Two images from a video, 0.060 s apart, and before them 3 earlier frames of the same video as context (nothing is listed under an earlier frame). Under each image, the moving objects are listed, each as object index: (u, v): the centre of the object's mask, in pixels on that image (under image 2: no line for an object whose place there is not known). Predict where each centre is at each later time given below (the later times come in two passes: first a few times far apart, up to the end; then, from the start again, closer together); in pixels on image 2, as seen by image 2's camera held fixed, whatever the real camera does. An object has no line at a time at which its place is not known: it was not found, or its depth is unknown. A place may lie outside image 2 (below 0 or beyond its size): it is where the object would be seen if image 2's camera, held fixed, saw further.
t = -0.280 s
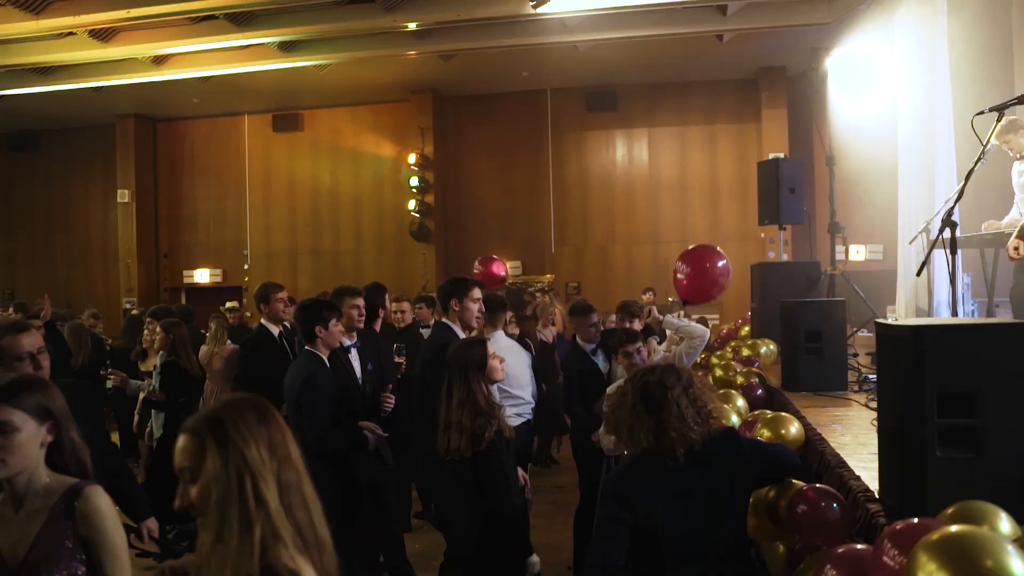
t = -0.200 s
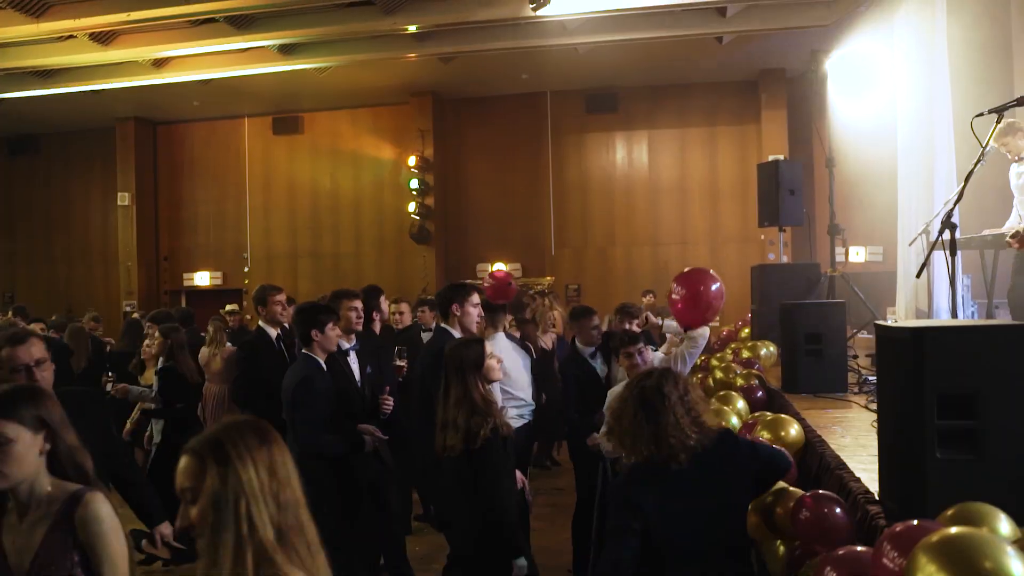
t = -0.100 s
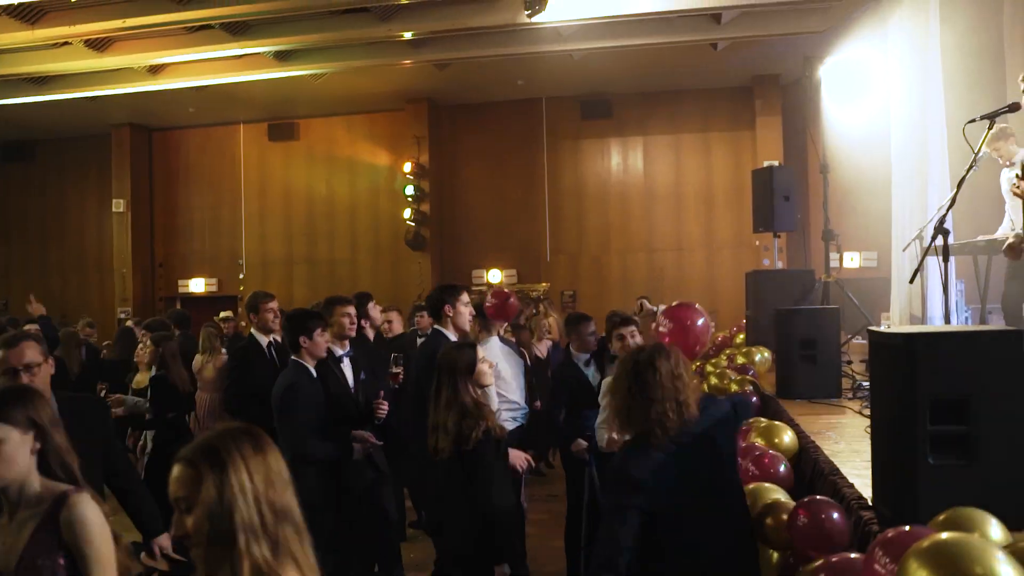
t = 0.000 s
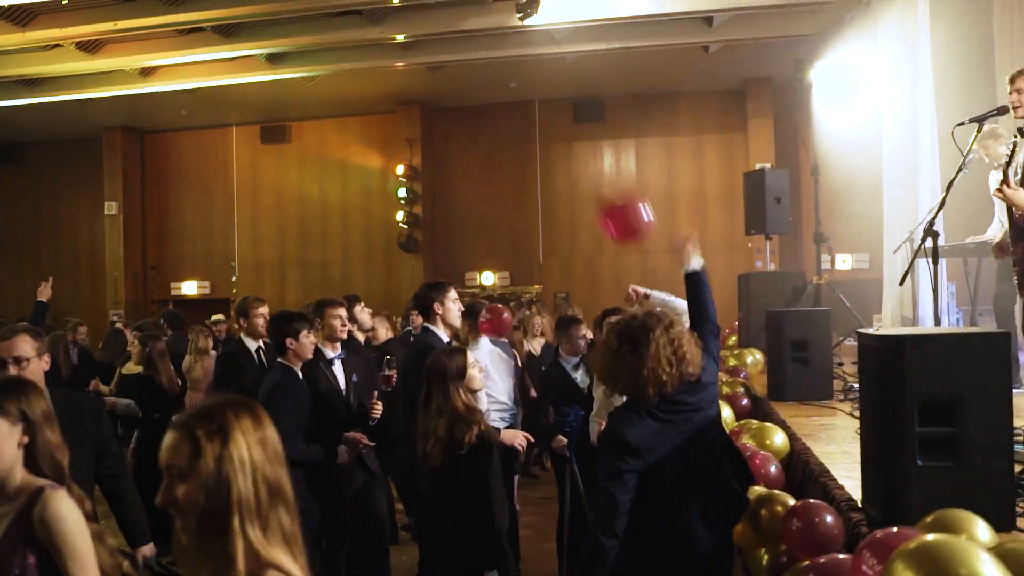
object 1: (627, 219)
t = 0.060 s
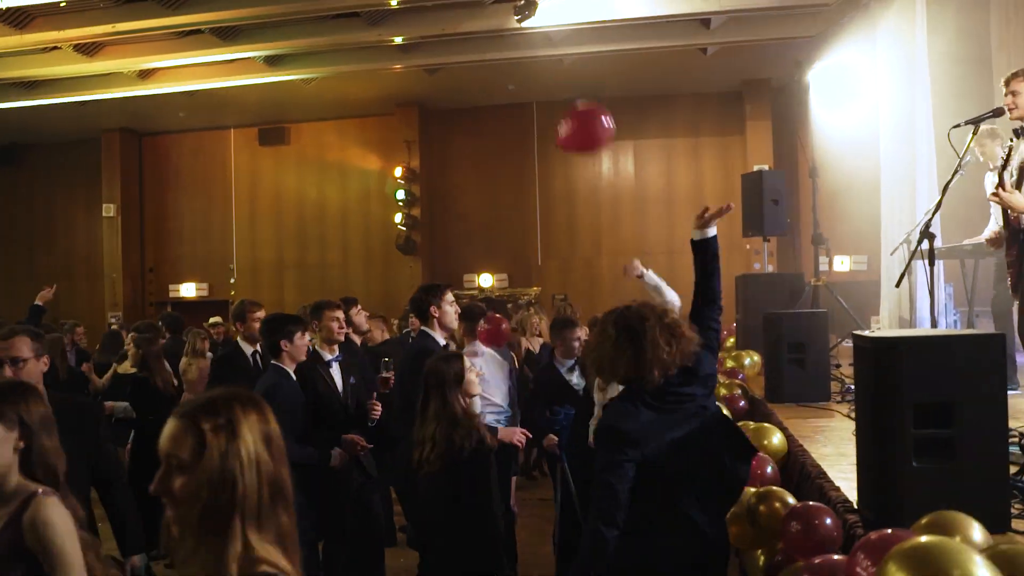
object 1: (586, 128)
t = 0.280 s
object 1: (574, 30)
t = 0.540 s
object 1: (595, 9)
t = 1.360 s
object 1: (650, 104)
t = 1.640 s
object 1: (664, 157)
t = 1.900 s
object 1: (676, 204)
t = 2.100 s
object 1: (684, 244)
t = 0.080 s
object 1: (581, 110)
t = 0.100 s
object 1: (578, 96)
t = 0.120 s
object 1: (575, 83)
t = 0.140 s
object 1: (575, 73)
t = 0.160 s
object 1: (574, 64)
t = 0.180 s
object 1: (573, 56)
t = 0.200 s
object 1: (572, 49)
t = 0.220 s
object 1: (572, 44)
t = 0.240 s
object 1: (572, 38)
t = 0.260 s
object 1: (573, 34)
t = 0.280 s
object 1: (574, 30)
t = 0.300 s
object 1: (575, 26)
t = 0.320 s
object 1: (576, 22)
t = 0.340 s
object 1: (577, 19)
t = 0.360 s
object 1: (579, 16)
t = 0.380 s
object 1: (580, 14)
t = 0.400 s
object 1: (581, 13)
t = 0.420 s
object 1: (583, 12)
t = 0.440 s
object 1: (584, 11)
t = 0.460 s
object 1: (586, 10)
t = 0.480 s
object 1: (589, 9)
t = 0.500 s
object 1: (590, 9)
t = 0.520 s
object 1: (593, 8)
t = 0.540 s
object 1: (595, 9)
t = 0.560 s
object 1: (597, 9)
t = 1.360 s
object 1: (650, 104)
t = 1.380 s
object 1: (651, 107)
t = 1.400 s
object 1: (652, 111)
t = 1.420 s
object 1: (653, 115)
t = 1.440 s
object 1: (654, 119)
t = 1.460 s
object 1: (655, 123)
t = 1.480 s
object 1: (656, 127)
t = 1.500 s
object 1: (657, 130)
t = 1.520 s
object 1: (659, 134)
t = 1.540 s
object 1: (659, 138)
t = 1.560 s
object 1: (660, 142)
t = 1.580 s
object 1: (661, 146)
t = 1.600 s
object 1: (662, 150)
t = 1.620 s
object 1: (663, 153)
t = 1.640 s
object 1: (664, 157)
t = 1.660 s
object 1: (665, 161)
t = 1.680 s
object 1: (666, 164)
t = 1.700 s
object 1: (667, 168)
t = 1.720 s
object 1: (668, 171)
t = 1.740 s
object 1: (669, 175)
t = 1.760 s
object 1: (670, 178)
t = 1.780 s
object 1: (671, 182)
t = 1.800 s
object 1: (672, 185)
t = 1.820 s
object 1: (673, 189)
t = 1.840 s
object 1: (674, 193)
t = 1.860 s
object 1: (675, 196)
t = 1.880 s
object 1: (676, 200)
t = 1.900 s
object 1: (676, 204)
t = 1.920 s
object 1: (677, 208)
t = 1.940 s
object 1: (678, 212)
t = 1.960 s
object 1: (679, 216)
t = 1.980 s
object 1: (680, 220)
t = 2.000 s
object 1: (681, 224)
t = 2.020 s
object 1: (681, 228)
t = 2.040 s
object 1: (682, 232)
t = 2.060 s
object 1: (683, 236)
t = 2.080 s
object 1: (683, 240)
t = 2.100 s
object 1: (684, 244)
